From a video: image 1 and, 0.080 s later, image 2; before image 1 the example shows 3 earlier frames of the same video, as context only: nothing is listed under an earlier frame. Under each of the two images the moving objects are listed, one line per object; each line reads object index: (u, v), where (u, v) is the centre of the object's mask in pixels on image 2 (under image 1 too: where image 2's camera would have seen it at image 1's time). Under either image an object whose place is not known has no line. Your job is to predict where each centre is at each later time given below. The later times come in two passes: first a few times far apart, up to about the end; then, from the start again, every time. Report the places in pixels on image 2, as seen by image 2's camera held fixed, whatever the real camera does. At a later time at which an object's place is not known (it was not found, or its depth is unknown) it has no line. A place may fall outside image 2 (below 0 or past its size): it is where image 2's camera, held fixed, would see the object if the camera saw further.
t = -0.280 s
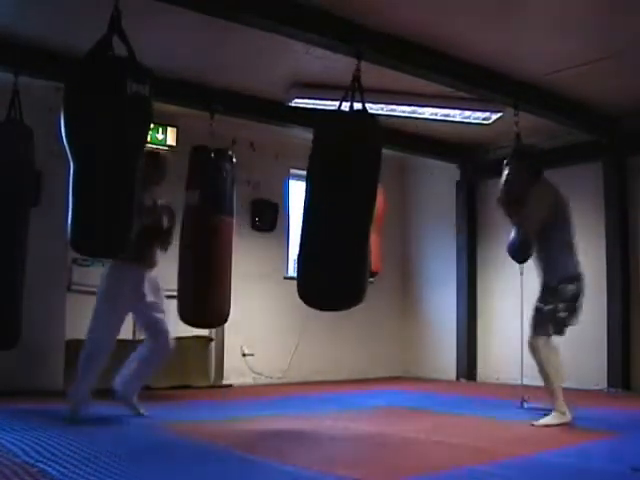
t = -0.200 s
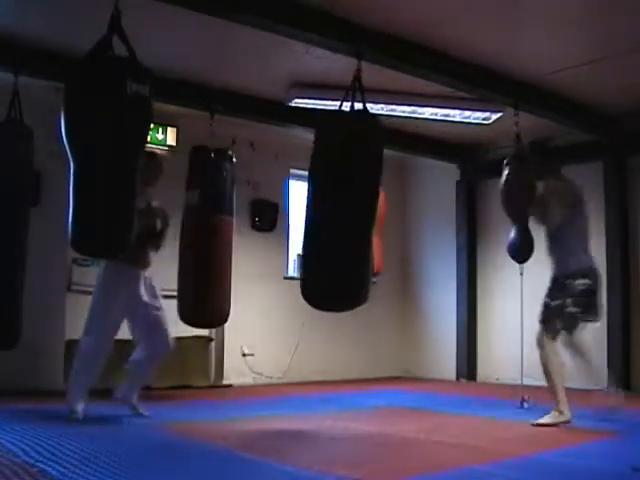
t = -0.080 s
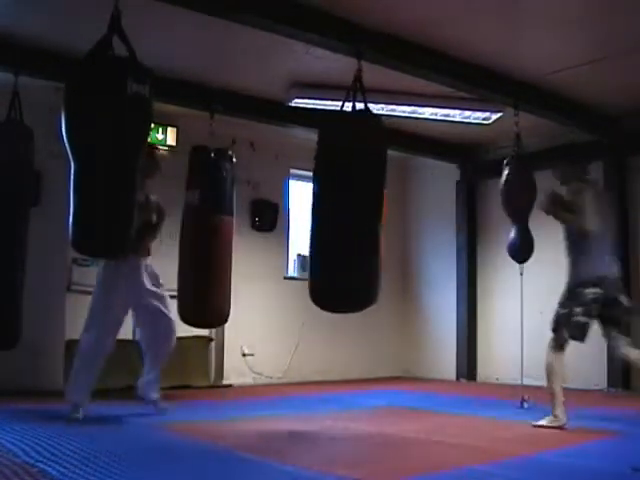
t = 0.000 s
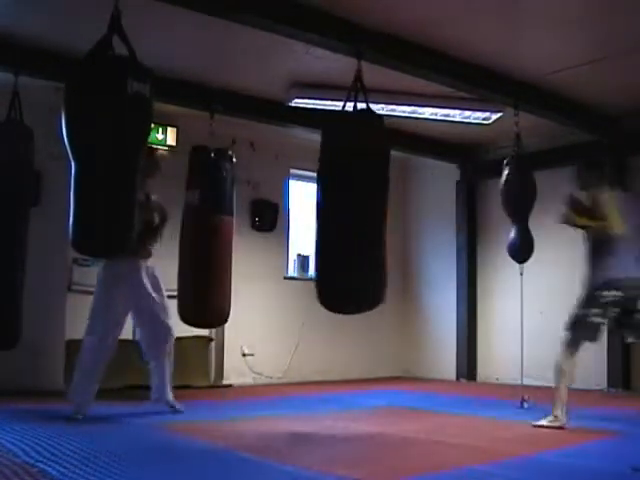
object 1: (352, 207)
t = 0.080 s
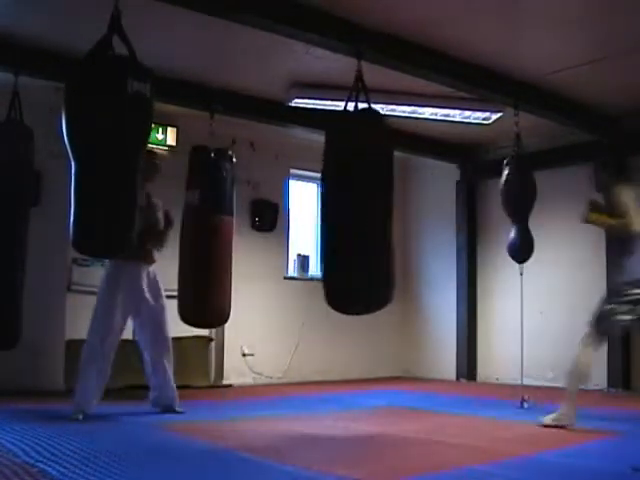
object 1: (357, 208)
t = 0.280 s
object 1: (371, 208)
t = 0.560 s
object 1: (382, 207)
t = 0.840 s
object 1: (376, 209)
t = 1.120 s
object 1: (358, 210)
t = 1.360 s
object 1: (343, 209)
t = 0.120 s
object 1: (360, 208)
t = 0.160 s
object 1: (363, 208)
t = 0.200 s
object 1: (365, 208)
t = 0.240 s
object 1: (368, 208)
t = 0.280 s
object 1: (371, 208)
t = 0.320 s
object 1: (373, 208)
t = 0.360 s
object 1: (375, 208)
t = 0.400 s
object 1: (377, 208)
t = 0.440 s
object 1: (379, 208)
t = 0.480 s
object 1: (380, 208)
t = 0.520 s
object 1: (382, 207)
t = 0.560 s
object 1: (382, 207)
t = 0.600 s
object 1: (382, 207)
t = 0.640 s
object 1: (382, 207)
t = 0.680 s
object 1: (382, 207)
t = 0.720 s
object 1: (381, 207)
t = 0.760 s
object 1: (380, 207)
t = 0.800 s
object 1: (378, 208)
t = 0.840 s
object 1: (376, 209)
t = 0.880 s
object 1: (374, 209)
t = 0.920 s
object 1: (372, 209)
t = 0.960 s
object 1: (369, 210)
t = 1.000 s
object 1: (367, 210)
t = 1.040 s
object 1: (364, 210)
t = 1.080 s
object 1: (361, 210)
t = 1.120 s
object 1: (358, 210)
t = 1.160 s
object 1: (355, 210)
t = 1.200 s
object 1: (352, 210)
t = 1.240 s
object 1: (349, 210)
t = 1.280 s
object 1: (347, 209)
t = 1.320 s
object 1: (345, 209)
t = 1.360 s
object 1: (343, 209)
